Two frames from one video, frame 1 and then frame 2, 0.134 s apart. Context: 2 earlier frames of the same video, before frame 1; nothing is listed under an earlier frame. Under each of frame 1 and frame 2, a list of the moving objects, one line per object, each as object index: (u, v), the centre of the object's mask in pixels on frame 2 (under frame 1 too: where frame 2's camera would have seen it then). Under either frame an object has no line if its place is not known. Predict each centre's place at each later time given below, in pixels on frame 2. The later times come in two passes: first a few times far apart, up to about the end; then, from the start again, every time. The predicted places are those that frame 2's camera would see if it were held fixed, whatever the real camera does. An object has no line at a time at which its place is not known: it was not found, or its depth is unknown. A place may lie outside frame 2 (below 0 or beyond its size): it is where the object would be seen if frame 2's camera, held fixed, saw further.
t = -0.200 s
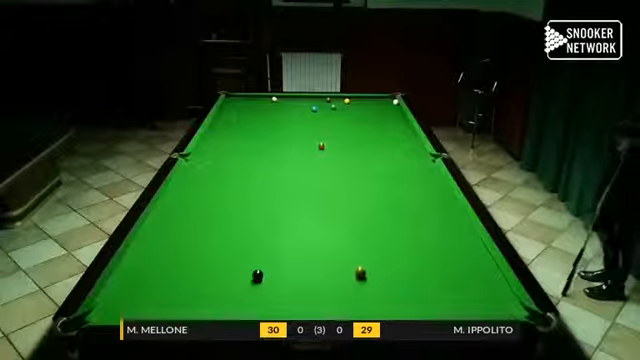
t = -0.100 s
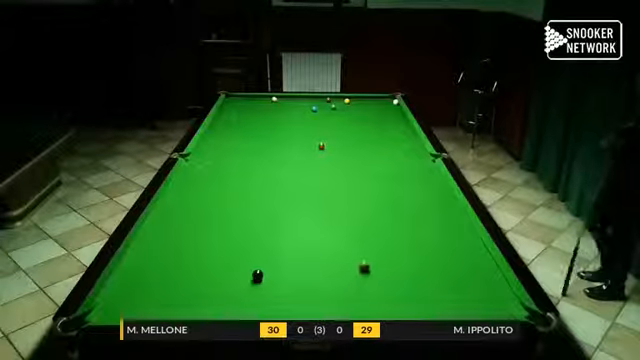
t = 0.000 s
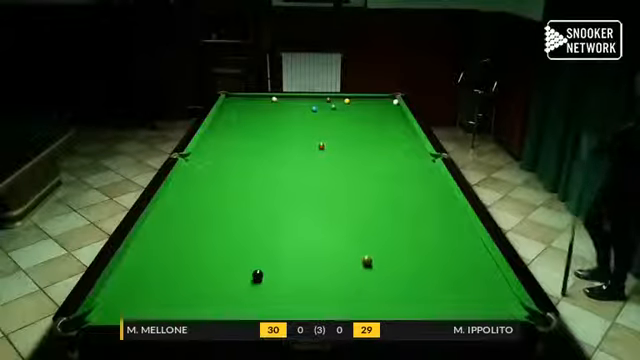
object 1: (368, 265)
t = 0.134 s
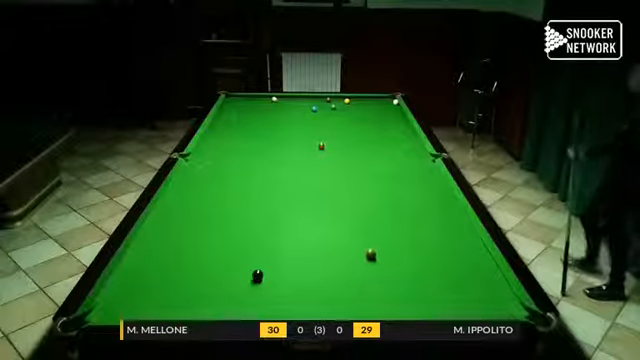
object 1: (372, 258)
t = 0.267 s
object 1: (375, 251)
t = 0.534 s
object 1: (382, 240)
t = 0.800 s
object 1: (387, 230)
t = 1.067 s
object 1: (392, 223)
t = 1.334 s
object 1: (396, 215)
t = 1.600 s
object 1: (399, 210)
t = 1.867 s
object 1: (402, 205)
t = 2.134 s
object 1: (405, 201)
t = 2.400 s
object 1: (408, 198)
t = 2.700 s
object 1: (410, 196)
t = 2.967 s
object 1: (411, 194)
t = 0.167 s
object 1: (372, 256)
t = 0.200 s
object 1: (374, 254)
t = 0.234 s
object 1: (375, 252)
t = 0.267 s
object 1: (375, 251)
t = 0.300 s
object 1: (376, 250)
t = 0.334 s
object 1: (377, 248)
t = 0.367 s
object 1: (377, 247)
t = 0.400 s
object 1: (378, 245)
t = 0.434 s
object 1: (379, 244)
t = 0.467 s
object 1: (380, 242)
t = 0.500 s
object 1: (380, 241)
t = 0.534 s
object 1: (382, 240)
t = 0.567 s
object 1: (382, 238)
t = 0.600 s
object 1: (383, 237)
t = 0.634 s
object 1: (384, 236)
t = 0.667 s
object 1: (384, 235)
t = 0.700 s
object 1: (385, 233)
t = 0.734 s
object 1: (385, 232)
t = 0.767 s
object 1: (386, 231)
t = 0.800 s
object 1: (387, 230)
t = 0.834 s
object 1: (387, 229)
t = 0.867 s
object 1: (388, 228)
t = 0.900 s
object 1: (389, 227)
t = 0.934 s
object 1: (390, 226)
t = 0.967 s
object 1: (390, 225)
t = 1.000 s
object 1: (391, 225)
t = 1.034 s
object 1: (391, 224)
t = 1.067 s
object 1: (392, 223)
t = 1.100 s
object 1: (392, 222)
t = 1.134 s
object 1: (393, 221)
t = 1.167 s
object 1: (393, 220)
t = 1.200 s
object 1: (394, 219)
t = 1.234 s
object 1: (395, 218)
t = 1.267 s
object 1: (395, 217)
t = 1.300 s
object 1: (396, 216)
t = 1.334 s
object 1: (396, 215)
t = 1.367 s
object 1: (397, 215)
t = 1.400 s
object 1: (397, 215)
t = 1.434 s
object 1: (398, 214)
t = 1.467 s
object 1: (398, 213)
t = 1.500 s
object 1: (398, 212)
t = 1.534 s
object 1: (399, 212)
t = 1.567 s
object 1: (399, 210)
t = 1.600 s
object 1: (399, 210)
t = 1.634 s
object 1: (400, 209)
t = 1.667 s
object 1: (401, 209)
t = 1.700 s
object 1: (401, 208)
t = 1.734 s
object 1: (401, 208)
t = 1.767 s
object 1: (402, 207)
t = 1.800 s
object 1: (402, 206)
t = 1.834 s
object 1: (402, 206)
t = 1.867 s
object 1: (402, 205)
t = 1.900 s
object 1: (403, 205)
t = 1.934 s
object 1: (403, 204)
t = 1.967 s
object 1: (403, 204)
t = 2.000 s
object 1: (404, 203)
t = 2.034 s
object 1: (404, 203)
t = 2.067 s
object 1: (404, 202)
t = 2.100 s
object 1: (404, 201)
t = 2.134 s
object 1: (405, 201)
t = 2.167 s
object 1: (405, 200)
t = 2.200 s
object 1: (406, 200)
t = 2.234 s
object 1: (406, 200)
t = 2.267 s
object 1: (406, 200)
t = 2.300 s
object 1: (407, 199)
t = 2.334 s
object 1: (407, 199)
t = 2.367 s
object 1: (407, 199)
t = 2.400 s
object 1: (408, 198)
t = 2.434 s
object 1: (408, 198)
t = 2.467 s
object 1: (408, 198)
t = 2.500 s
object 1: (409, 197)
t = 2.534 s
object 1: (409, 197)
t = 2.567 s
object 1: (409, 197)
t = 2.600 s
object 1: (409, 196)
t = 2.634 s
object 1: (410, 196)
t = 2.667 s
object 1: (410, 196)
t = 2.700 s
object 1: (410, 196)
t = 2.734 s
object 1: (410, 195)
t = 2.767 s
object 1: (410, 195)
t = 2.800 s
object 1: (410, 195)
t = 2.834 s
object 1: (410, 195)
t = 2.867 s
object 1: (411, 195)
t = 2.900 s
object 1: (411, 195)
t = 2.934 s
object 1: (411, 195)
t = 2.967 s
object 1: (411, 194)
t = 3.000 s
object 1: (412, 194)
